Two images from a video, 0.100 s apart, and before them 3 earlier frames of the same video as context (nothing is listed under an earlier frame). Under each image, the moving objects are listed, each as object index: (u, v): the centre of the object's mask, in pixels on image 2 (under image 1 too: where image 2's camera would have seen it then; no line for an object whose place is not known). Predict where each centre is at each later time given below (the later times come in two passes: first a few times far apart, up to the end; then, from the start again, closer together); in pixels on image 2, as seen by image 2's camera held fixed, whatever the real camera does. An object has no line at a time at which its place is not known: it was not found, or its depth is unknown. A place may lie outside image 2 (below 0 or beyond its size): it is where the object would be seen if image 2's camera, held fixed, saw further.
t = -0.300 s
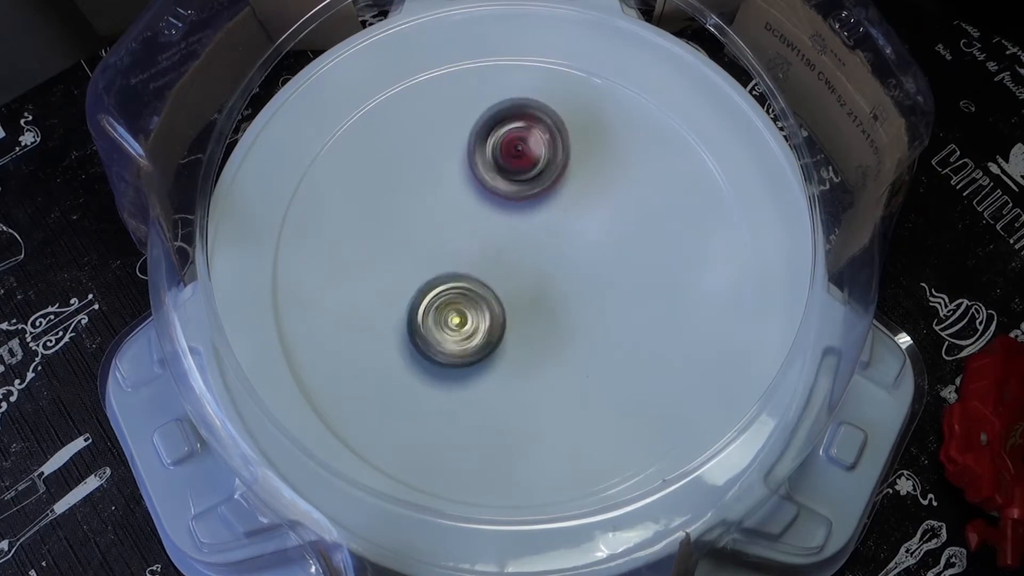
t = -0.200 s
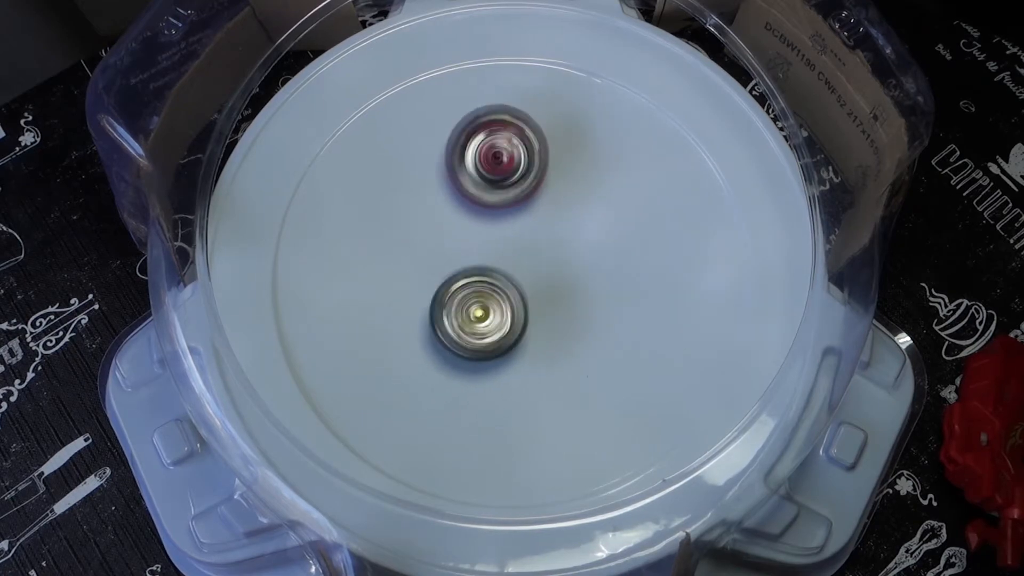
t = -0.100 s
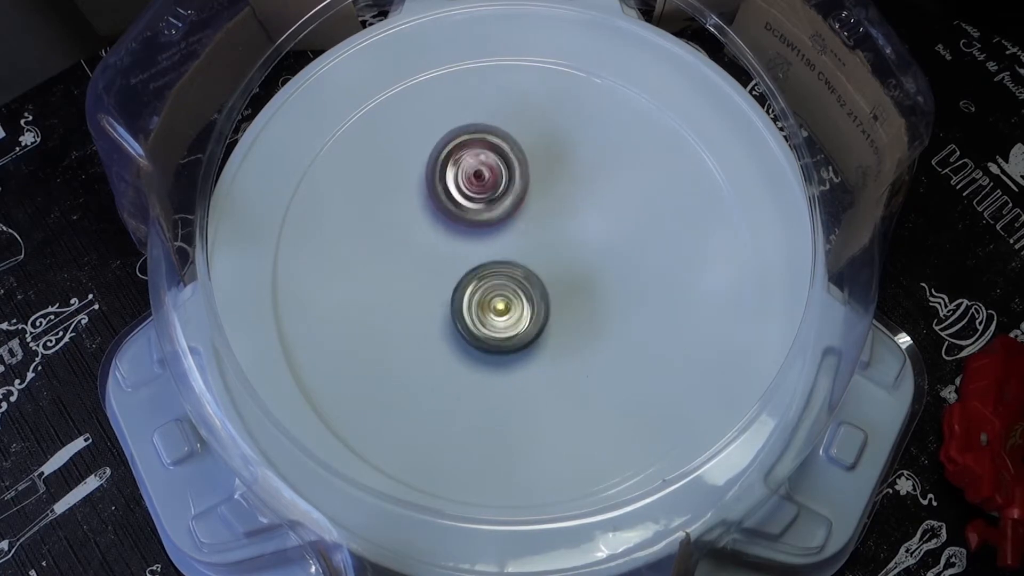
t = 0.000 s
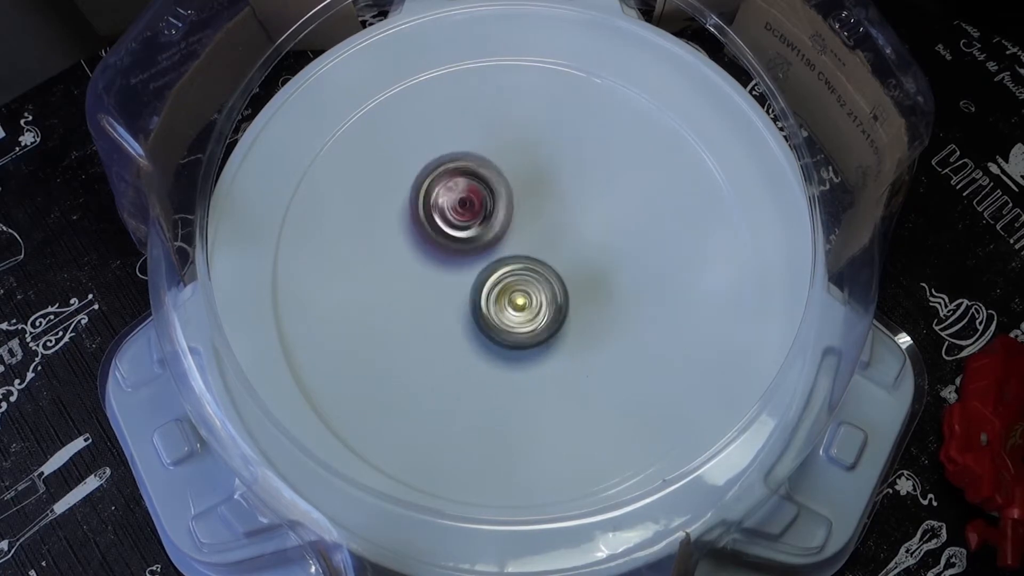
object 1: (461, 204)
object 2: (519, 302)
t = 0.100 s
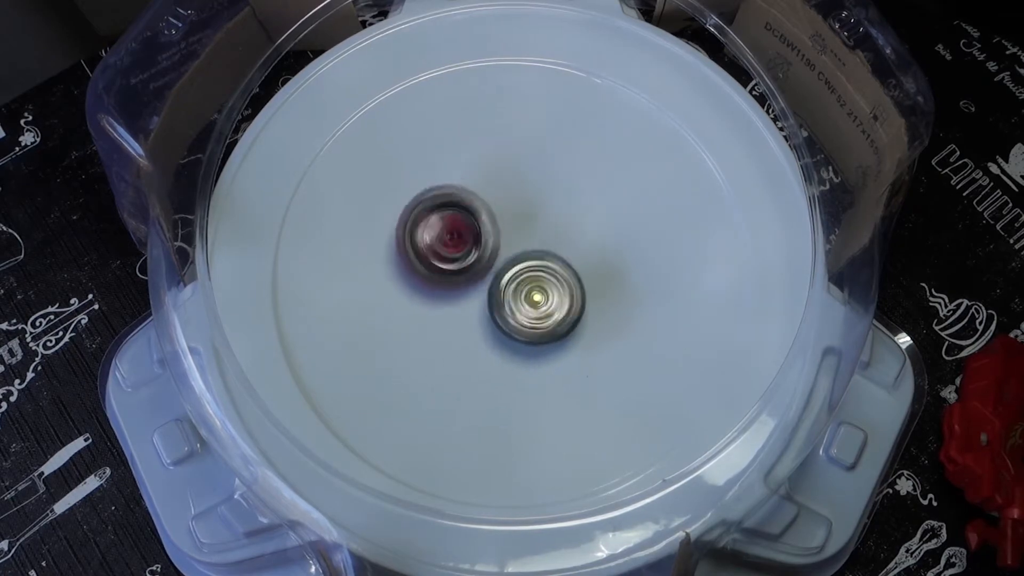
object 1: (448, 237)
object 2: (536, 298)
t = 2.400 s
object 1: (548, 323)
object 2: (438, 240)
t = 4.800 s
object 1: (549, 332)
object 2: (446, 258)
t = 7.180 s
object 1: (430, 298)
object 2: (545, 255)
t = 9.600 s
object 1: (451, 249)
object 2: (570, 298)
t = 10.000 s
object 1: (455, 250)
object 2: (578, 293)
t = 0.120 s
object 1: (446, 243)
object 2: (539, 296)
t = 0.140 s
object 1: (444, 250)
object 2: (542, 297)
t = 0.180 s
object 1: (441, 264)
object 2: (547, 294)
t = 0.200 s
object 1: (439, 271)
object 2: (551, 294)
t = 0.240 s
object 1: (437, 285)
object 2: (554, 292)
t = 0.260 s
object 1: (435, 292)
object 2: (558, 291)
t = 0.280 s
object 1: (435, 298)
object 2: (560, 291)
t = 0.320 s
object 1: (434, 311)
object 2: (563, 290)
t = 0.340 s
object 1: (435, 317)
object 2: (564, 289)
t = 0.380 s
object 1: (435, 328)
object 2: (567, 289)
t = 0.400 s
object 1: (437, 334)
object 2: (567, 289)
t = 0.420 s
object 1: (438, 339)
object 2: (570, 288)
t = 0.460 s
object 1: (441, 350)
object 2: (570, 289)
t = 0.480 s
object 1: (443, 353)
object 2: (570, 288)
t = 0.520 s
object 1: (448, 362)
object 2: (571, 288)
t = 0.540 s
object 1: (452, 365)
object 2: (570, 287)
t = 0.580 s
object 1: (458, 372)
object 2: (568, 287)
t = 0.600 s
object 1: (462, 374)
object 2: (567, 287)
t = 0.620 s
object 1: (465, 377)
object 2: (566, 289)
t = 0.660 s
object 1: (473, 380)
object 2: (562, 288)
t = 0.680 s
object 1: (478, 380)
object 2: (562, 288)
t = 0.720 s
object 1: (487, 381)
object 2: (557, 289)
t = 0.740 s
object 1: (493, 381)
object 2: (555, 288)
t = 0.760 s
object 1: (496, 381)
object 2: (552, 287)
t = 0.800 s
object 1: (505, 380)
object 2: (550, 287)
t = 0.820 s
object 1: (507, 381)
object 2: (549, 286)
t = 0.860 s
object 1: (507, 397)
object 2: (553, 265)
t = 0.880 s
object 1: (508, 401)
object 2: (554, 259)
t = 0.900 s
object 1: (510, 405)
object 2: (554, 251)
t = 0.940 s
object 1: (515, 406)
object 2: (552, 239)
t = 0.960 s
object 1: (516, 406)
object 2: (550, 234)
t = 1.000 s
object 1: (522, 401)
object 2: (547, 228)
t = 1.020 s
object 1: (525, 397)
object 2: (544, 226)
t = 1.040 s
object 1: (528, 393)
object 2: (542, 224)
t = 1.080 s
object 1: (533, 384)
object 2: (540, 221)
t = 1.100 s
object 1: (534, 379)
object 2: (538, 219)
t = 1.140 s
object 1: (539, 367)
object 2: (534, 217)
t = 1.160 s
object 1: (541, 359)
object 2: (533, 215)
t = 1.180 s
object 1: (544, 353)
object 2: (532, 216)
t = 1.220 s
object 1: (548, 340)
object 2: (528, 215)
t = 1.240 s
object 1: (550, 333)
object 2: (529, 215)
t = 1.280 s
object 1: (554, 319)
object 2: (528, 216)
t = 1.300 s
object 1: (555, 311)
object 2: (527, 216)
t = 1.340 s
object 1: (567, 316)
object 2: (519, 201)
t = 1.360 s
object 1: (574, 320)
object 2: (514, 194)
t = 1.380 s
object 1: (578, 322)
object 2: (511, 188)
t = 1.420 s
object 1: (586, 321)
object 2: (502, 181)
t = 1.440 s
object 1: (588, 318)
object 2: (500, 178)
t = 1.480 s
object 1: (589, 311)
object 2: (497, 176)
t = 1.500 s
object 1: (589, 308)
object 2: (495, 174)
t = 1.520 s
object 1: (588, 303)
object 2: (493, 175)
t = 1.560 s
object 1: (585, 295)
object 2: (492, 175)
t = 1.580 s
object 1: (584, 291)
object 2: (494, 178)
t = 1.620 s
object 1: (580, 283)
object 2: (493, 182)
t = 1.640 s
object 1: (576, 279)
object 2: (494, 183)
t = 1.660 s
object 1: (574, 274)
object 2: (494, 184)
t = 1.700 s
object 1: (569, 266)
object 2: (498, 189)
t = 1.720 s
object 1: (568, 265)
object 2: (496, 190)
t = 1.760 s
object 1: (575, 274)
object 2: (485, 180)
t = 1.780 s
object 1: (578, 276)
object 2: (480, 178)
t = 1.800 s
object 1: (578, 279)
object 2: (478, 177)
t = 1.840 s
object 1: (576, 280)
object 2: (474, 179)
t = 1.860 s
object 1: (573, 279)
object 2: (472, 180)
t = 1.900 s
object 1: (566, 278)
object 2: (472, 183)
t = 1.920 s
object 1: (563, 277)
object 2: (472, 186)
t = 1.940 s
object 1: (559, 276)
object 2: (474, 190)
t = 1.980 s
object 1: (550, 275)
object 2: (474, 198)
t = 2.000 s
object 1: (546, 274)
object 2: (476, 201)
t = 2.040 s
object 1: (551, 280)
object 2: (470, 201)
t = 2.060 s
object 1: (553, 284)
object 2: (466, 203)
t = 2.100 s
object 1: (552, 288)
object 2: (459, 207)
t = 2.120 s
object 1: (551, 290)
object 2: (458, 209)
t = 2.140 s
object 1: (549, 291)
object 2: (457, 211)
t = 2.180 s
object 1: (543, 294)
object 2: (459, 219)
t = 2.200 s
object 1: (541, 296)
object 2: (458, 224)
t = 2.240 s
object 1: (535, 299)
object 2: (459, 230)
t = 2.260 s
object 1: (538, 302)
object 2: (458, 231)
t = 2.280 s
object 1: (543, 308)
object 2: (453, 231)
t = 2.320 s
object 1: (549, 315)
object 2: (444, 233)
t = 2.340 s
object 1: (550, 317)
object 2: (441, 234)
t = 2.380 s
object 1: (549, 321)
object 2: (439, 237)
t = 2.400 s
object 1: (548, 323)
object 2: (438, 240)
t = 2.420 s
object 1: (548, 325)
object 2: (436, 241)
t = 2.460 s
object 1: (547, 328)
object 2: (437, 244)
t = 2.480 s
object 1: (546, 329)
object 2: (437, 245)
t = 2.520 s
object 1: (544, 331)
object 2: (438, 249)
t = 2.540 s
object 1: (544, 332)
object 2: (437, 251)
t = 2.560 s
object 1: (543, 333)
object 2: (440, 251)
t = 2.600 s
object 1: (542, 334)
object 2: (442, 255)
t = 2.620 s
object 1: (541, 334)
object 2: (443, 256)
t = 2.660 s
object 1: (540, 334)
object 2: (445, 259)
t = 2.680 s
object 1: (539, 334)
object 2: (446, 260)
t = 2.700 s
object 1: (538, 334)
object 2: (449, 262)
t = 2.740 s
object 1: (536, 332)
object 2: (451, 266)
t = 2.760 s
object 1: (536, 330)
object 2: (453, 266)
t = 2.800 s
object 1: (538, 330)
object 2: (454, 265)
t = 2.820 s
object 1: (541, 332)
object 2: (453, 263)
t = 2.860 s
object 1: (545, 332)
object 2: (449, 262)
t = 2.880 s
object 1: (546, 331)
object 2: (448, 261)
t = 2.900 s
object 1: (546, 330)
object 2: (447, 260)
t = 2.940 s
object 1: (546, 328)
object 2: (449, 260)
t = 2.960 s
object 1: (547, 327)
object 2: (450, 262)
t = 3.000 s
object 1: (546, 324)
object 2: (451, 263)
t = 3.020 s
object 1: (546, 321)
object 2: (453, 262)
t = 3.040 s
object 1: (546, 320)
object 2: (454, 263)
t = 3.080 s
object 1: (551, 319)
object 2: (455, 260)
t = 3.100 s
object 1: (557, 322)
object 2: (449, 256)
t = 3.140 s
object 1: (567, 323)
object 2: (442, 250)
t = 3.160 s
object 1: (571, 323)
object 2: (440, 248)
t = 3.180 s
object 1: (571, 321)
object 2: (439, 247)
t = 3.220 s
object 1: (573, 319)
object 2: (439, 246)
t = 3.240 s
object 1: (574, 318)
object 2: (439, 246)
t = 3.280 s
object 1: (574, 315)
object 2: (440, 246)
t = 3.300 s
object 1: (573, 312)
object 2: (441, 246)
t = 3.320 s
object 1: (572, 311)
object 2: (442, 245)
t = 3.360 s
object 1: (570, 306)
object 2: (447, 245)
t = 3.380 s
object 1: (570, 304)
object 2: (449, 246)
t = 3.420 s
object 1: (567, 300)
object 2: (453, 248)
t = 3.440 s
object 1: (565, 298)
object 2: (456, 248)
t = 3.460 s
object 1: (564, 295)
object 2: (458, 248)
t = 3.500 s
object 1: (560, 291)
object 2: (464, 249)
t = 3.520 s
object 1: (571, 291)
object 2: (459, 245)
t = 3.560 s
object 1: (599, 301)
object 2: (438, 234)
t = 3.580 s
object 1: (611, 305)
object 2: (429, 230)
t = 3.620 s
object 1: (628, 309)
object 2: (415, 224)
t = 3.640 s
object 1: (634, 310)
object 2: (411, 223)
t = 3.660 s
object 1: (636, 310)
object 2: (407, 223)
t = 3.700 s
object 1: (638, 311)
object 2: (403, 222)
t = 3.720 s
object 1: (638, 312)
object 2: (404, 223)
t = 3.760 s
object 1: (635, 312)
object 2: (406, 225)
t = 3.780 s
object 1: (635, 311)
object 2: (407, 224)
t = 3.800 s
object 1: (632, 310)
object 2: (410, 227)
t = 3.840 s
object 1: (627, 308)
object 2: (415, 231)
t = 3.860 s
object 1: (624, 308)
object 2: (418, 232)
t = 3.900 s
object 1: (617, 306)
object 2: (425, 237)
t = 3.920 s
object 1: (614, 304)
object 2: (428, 240)
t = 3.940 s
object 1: (609, 303)
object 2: (433, 241)
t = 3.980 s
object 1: (601, 301)
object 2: (442, 244)
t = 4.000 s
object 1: (598, 300)
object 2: (445, 246)
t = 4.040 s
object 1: (588, 298)
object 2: (455, 250)
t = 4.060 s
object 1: (584, 296)
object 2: (461, 252)
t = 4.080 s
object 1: (578, 295)
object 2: (465, 254)
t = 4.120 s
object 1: (570, 293)
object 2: (474, 258)
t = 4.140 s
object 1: (572, 294)
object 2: (471, 257)
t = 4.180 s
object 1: (574, 295)
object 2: (466, 257)
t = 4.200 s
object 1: (573, 295)
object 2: (465, 257)
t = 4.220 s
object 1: (570, 295)
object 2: (465, 259)
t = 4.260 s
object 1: (566, 297)
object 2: (465, 261)
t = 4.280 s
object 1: (565, 299)
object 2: (465, 262)
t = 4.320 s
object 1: (561, 301)
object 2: (463, 264)
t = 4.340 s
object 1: (559, 302)
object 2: (463, 264)
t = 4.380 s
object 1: (566, 309)
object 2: (455, 261)
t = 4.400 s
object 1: (568, 312)
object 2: (449, 259)
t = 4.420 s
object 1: (570, 314)
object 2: (445, 258)
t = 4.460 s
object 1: (569, 317)
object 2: (440, 257)
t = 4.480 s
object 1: (569, 319)
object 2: (438, 257)
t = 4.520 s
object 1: (567, 322)
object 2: (435, 257)
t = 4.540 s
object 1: (566, 324)
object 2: (435, 257)
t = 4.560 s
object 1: (565, 325)
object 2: (435, 257)
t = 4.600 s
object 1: (563, 328)
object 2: (435, 257)
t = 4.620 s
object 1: (563, 330)
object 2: (436, 257)
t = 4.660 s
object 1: (560, 332)
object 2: (437, 257)
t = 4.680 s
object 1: (559, 332)
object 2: (438, 257)
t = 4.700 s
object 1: (557, 332)
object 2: (439, 257)
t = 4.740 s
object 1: (554, 333)
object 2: (441, 258)
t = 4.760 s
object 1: (553, 333)
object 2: (442, 258)
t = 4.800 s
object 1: (549, 332)
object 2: (446, 258)
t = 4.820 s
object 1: (547, 332)
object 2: (447, 259)
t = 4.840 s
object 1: (544, 331)
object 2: (450, 259)
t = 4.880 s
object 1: (540, 330)
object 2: (454, 261)
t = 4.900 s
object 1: (538, 329)
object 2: (456, 262)
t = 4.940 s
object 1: (537, 330)
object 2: (460, 260)
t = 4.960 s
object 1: (542, 335)
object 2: (456, 254)
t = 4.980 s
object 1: (547, 339)
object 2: (453, 248)
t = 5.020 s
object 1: (551, 342)
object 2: (450, 240)
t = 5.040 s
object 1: (552, 343)
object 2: (449, 239)
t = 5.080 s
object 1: (550, 344)
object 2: (448, 236)
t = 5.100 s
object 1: (548, 344)
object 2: (449, 235)
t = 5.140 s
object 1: (545, 344)
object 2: (451, 235)
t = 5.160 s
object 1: (543, 344)
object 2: (452, 236)
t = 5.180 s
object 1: (542, 343)
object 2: (455, 236)
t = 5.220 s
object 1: (538, 341)
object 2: (459, 237)
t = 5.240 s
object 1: (535, 339)
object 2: (462, 239)
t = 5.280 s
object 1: (532, 336)
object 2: (468, 241)
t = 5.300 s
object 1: (529, 335)
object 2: (471, 242)
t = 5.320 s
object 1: (528, 334)
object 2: (474, 244)
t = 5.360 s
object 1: (529, 338)
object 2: (478, 240)
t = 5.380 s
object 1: (532, 344)
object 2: (477, 232)
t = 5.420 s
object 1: (536, 351)
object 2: (477, 223)
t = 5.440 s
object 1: (535, 353)
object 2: (478, 222)
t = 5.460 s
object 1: (536, 354)
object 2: (478, 220)
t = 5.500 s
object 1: (533, 354)
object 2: (480, 219)
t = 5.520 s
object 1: (532, 352)
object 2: (482, 220)
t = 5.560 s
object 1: (529, 350)
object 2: (485, 222)
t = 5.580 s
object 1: (526, 348)
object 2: (486, 223)
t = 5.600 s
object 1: (524, 348)
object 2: (490, 226)
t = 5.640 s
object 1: (520, 344)
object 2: (495, 230)
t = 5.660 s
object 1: (519, 342)
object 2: (496, 232)
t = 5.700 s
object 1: (514, 338)
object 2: (501, 238)
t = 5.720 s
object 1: (513, 338)
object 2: (504, 239)
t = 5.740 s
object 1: (510, 343)
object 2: (507, 234)
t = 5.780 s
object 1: (506, 352)
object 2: (516, 226)
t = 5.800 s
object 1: (504, 355)
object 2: (519, 223)
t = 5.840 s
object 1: (502, 356)
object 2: (522, 223)
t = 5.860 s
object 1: (500, 357)
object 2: (524, 224)
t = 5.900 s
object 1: (496, 357)
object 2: (526, 227)
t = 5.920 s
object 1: (495, 357)
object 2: (527, 230)
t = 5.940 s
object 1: (493, 357)
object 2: (529, 232)
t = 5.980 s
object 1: (490, 356)
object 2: (532, 237)
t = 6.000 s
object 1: (488, 355)
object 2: (533, 240)
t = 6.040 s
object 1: (485, 353)
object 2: (534, 245)
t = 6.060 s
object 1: (484, 352)
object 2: (533, 247)
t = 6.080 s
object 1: (483, 351)
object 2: (534, 250)
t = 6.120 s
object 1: (481, 348)
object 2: (533, 257)
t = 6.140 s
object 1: (480, 346)
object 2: (532, 261)
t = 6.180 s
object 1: (473, 350)
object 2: (537, 260)
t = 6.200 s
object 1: (471, 352)
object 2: (541, 257)
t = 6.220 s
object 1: (470, 352)
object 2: (542, 256)
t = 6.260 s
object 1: (467, 351)
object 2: (542, 256)
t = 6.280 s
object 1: (464, 350)
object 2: (539, 256)
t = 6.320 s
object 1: (461, 348)
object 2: (537, 259)
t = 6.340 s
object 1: (459, 347)
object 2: (537, 260)
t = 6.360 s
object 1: (458, 346)
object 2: (537, 262)
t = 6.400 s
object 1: (455, 343)
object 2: (536, 264)
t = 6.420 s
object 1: (454, 341)
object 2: (533, 264)
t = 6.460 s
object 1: (452, 338)
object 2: (529, 266)
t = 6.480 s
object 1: (451, 336)
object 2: (528, 267)
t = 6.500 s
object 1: (449, 335)
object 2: (526, 268)
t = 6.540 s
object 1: (444, 333)
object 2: (528, 268)
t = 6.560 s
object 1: (443, 333)
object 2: (528, 267)
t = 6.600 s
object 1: (441, 329)
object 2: (525, 265)
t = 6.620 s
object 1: (440, 327)
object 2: (524, 265)
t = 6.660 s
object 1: (437, 324)
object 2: (520, 265)
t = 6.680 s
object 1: (432, 326)
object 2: (524, 263)
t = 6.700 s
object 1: (426, 328)
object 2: (529, 259)
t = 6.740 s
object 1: (421, 329)
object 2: (535, 253)
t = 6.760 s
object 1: (419, 328)
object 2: (536, 251)
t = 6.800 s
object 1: (417, 325)
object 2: (537, 249)
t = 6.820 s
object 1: (416, 324)
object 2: (537, 249)
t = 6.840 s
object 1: (416, 322)
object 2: (539, 247)
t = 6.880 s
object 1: (415, 321)
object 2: (540, 246)
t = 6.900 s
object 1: (415, 319)
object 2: (541, 246)
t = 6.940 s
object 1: (415, 317)
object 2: (541, 245)
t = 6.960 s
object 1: (415, 316)
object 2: (541, 246)
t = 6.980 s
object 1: (415, 314)
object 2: (542, 246)
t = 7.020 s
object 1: (418, 311)
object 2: (543, 247)
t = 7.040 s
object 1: (419, 310)
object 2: (544, 249)
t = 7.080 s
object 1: (422, 307)
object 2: (544, 249)
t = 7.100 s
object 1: (424, 305)
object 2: (543, 251)
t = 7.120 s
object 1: (425, 303)
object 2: (544, 252)
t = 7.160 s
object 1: (429, 300)
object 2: (544, 254)
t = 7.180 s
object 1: (430, 298)
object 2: (545, 255)
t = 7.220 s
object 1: (435, 294)
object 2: (543, 256)
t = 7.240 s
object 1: (437, 292)
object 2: (540, 258)
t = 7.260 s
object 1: (440, 290)
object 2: (540, 260)
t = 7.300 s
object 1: (440, 287)
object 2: (543, 262)
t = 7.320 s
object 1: (440, 285)
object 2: (544, 263)
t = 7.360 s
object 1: (438, 282)
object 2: (547, 264)
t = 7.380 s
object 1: (434, 281)
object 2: (551, 263)
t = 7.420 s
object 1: (430, 280)
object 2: (560, 264)
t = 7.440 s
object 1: (429, 278)
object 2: (562, 263)
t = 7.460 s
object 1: (429, 276)
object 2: (563, 264)
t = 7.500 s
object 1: (428, 273)
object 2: (563, 264)
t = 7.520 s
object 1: (428, 271)
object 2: (562, 266)
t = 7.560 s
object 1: (427, 268)
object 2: (564, 268)
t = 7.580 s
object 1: (427, 267)
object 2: (563, 267)
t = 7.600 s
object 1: (426, 265)
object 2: (563, 269)
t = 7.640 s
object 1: (428, 263)
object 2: (559, 271)
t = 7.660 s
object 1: (428, 263)
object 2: (558, 273)
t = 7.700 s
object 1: (430, 261)
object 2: (557, 275)
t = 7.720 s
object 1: (431, 261)
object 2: (555, 274)
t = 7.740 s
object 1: (433, 260)
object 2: (553, 275)
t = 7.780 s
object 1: (436, 260)
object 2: (548, 277)
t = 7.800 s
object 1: (438, 259)
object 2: (547, 279)
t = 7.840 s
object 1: (441, 258)
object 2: (544, 278)
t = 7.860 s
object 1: (437, 257)
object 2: (545, 278)
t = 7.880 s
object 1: (435, 256)
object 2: (548, 280)
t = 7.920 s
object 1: (432, 256)
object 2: (552, 282)
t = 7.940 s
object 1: (433, 256)
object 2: (552, 282)
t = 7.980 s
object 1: (436, 256)
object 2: (550, 280)
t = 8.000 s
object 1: (437, 255)
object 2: (547, 280)
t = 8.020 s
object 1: (439, 256)
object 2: (547, 281)
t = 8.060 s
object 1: (443, 255)
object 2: (546, 278)
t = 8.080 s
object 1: (445, 256)
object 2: (545, 278)
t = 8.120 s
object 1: (437, 252)
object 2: (553, 282)
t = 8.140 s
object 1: (434, 251)
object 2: (556, 285)
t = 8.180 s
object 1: (433, 251)
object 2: (561, 283)
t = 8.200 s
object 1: (434, 251)
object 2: (560, 282)
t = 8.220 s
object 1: (436, 251)
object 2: (561, 283)
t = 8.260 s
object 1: (437, 251)
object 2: (562, 282)
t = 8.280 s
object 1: (438, 251)
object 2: (563, 282)
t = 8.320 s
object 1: (441, 251)
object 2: (560, 282)
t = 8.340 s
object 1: (443, 252)
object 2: (559, 283)
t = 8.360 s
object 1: (444, 251)
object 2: (560, 282)
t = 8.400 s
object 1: (447, 252)
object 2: (557, 280)
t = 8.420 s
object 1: (449, 253)
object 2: (556, 281)
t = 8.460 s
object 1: (453, 253)
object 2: (554, 281)
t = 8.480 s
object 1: (455, 253)
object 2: (554, 281)
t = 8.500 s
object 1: (454, 253)
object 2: (555, 280)
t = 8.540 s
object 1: (453, 253)
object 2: (555, 282)
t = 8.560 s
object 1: (454, 253)
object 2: (555, 282)
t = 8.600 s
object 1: (457, 252)
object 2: (558, 280)
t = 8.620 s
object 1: (457, 252)
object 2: (559, 281)
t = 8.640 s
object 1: (457, 252)
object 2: (559, 282)
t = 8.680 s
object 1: (460, 251)
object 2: (561, 281)
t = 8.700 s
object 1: (462, 251)
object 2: (561, 279)
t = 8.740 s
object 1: (462, 251)
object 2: (561, 282)
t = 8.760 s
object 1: (462, 251)
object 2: (565, 284)
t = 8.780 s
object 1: (462, 250)
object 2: (566, 285)
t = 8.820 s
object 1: (464, 250)
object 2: (566, 283)
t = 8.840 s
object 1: (465, 250)
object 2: (565, 285)
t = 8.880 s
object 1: (468, 249)
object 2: (566, 286)
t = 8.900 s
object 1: (469, 249)
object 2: (564, 284)
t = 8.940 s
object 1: (458, 245)
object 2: (574, 292)
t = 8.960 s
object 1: (453, 244)
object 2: (581, 295)
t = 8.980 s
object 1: (450, 243)
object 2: (584, 296)
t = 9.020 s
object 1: (447, 243)
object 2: (585, 297)
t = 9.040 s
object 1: (447, 243)
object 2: (585, 297)
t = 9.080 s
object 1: (448, 244)
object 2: (586, 297)
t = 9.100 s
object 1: (449, 244)
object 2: (584, 297)
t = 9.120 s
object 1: (450, 244)
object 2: (583, 300)
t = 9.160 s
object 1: (452, 246)
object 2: (583, 300)
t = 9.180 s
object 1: (453, 247)
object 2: (580, 300)
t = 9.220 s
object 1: (455, 249)
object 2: (576, 302)
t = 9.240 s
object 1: (456, 250)
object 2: (574, 301)
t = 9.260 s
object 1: (458, 251)
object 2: (572, 299)
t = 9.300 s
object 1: (461, 254)
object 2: (564, 300)
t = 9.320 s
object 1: (463, 255)
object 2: (564, 299)
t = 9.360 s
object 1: (465, 256)
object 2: (558, 296)
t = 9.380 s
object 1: (465, 256)
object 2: (557, 298)
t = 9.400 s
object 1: (464, 255)
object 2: (558, 298)
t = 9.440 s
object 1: (463, 256)
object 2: (558, 296)
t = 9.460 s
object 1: (463, 256)
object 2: (556, 296)
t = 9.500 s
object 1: (456, 251)
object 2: (566, 298)
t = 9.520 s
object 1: (452, 250)
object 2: (568, 299)
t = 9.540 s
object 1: (451, 250)
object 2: (568, 301)
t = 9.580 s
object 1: (450, 249)
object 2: (571, 298)
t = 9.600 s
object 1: (451, 249)
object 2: (570, 298)
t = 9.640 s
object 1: (452, 248)
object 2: (571, 298)
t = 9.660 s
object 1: (454, 248)
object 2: (570, 296)
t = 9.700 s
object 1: (455, 247)
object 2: (568, 296)
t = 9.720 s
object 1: (457, 247)
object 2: (569, 295)
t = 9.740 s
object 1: (459, 247)
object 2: (569, 293)
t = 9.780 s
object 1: (462, 249)
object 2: (565, 293)
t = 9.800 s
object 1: (464, 249)
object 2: (566, 292)
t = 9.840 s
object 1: (468, 251)
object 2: (562, 290)
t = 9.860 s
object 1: (468, 251)
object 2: (563, 292)
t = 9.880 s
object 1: (469, 251)
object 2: (564, 290)
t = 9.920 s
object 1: (468, 252)
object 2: (564, 289)
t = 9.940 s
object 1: (462, 252)
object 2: (569, 292)
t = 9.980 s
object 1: (456, 249)
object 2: (577, 292)
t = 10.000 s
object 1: (455, 250)
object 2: (578, 293)
